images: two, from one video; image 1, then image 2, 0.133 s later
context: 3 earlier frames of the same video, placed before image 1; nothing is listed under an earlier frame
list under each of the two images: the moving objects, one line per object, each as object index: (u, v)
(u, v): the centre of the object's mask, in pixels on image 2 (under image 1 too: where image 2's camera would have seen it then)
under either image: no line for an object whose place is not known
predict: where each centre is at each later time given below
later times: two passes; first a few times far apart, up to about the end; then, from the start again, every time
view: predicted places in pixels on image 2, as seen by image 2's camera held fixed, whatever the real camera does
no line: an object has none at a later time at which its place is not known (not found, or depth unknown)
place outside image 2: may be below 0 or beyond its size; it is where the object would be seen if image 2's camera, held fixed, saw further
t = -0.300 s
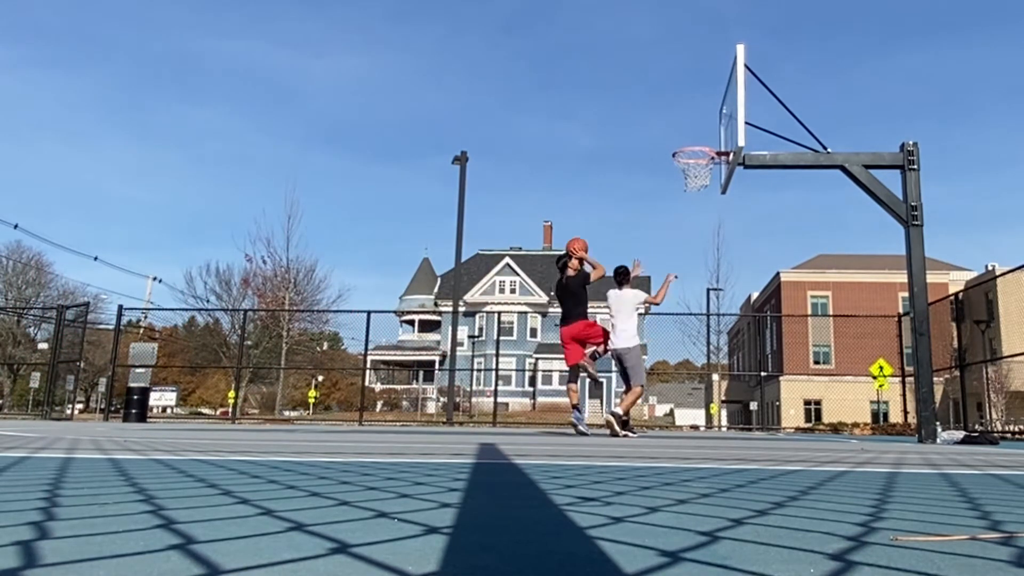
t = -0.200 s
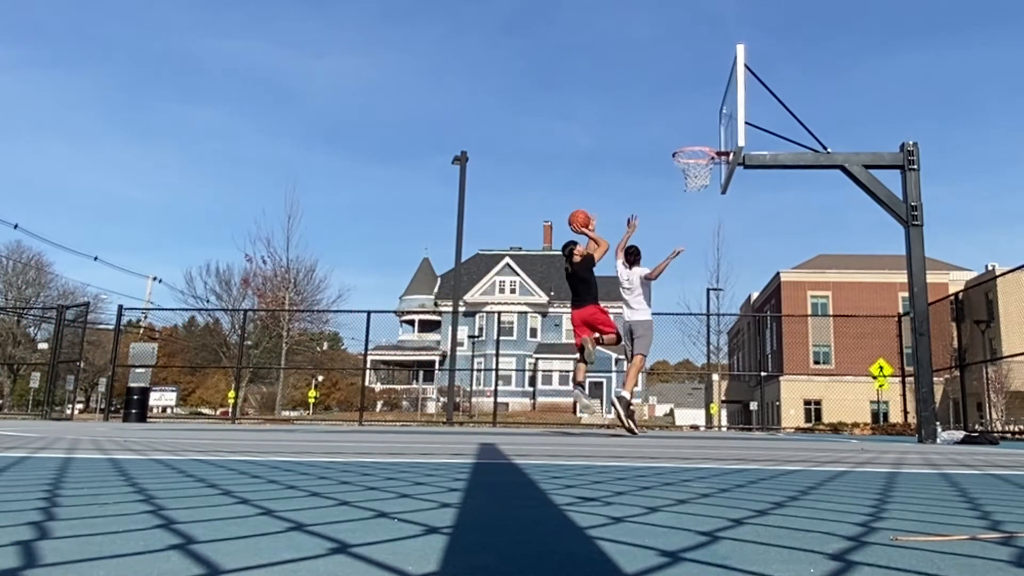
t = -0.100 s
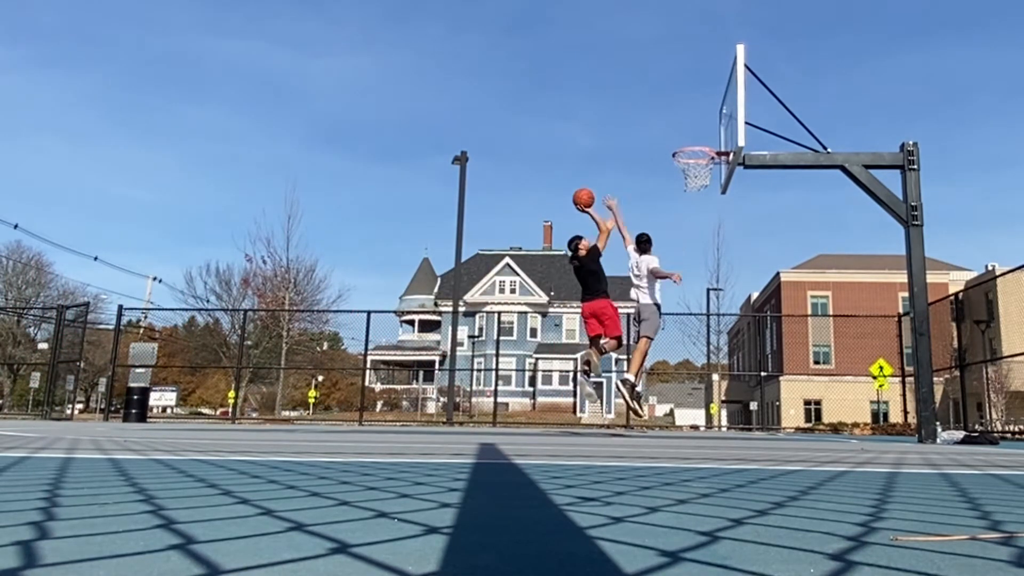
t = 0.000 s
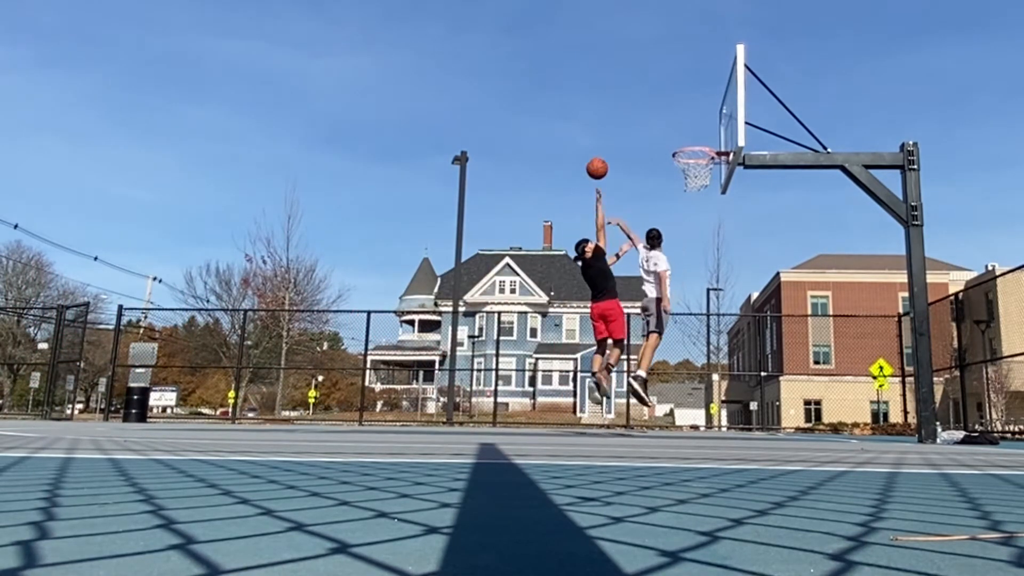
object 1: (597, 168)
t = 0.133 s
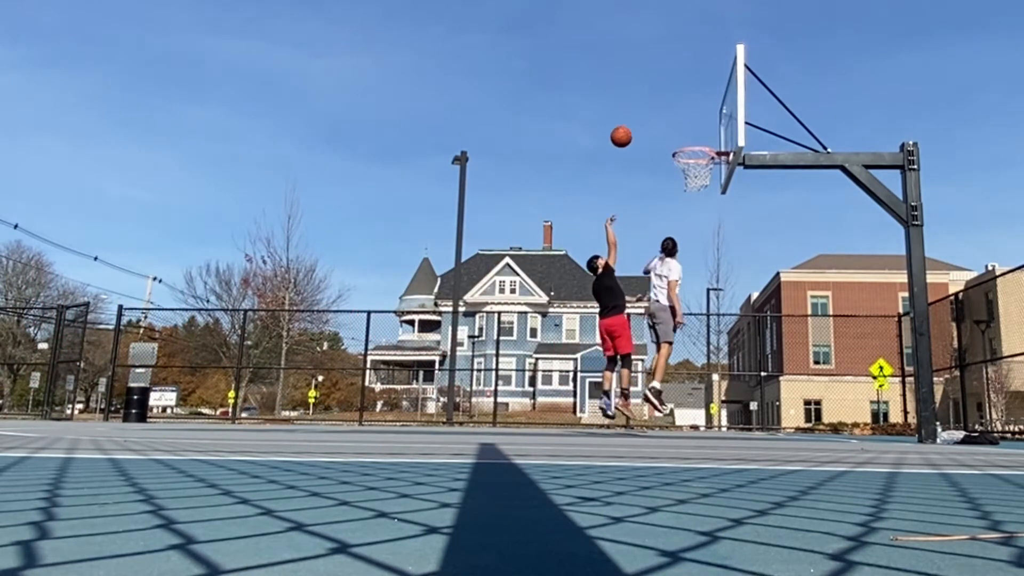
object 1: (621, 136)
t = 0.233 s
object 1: (639, 122)
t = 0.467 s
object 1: (679, 122)
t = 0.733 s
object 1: (688, 153)
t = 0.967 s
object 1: (695, 136)
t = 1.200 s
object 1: (695, 137)
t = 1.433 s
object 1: (692, 174)
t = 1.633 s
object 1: (688, 246)
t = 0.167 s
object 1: (627, 131)
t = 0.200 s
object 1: (633, 126)
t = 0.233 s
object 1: (639, 122)
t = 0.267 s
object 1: (645, 120)
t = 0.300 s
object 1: (650, 118)
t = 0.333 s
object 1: (656, 117)
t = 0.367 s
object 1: (662, 117)
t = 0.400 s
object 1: (668, 118)
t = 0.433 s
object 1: (673, 120)
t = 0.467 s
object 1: (679, 122)
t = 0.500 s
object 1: (685, 126)
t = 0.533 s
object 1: (691, 131)
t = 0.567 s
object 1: (697, 136)
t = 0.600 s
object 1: (703, 140)
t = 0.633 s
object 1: (702, 145)
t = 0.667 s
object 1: (696, 148)
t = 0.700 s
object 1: (691, 152)
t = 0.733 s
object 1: (688, 153)
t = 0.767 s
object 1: (689, 148)
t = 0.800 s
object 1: (690, 141)
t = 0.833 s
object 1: (691, 139)
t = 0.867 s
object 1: (692, 138)
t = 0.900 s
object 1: (693, 137)
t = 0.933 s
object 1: (695, 137)
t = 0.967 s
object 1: (695, 136)
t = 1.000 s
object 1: (695, 133)
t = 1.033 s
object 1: (695, 131)
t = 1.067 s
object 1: (695, 131)
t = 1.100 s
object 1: (695, 131)
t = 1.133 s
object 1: (695, 132)
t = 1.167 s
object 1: (695, 133)
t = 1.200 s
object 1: (695, 137)
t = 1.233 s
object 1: (695, 140)
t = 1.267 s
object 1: (694, 143)
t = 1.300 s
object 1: (694, 147)
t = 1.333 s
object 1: (693, 152)
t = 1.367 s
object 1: (693, 158)
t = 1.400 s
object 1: (692, 165)
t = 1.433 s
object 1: (692, 174)
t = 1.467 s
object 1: (691, 183)
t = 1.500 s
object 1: (691, 193)
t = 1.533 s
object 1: (690, 205)
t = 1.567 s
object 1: (690, 217)
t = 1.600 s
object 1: (689, 231)
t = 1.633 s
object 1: (688, 246)
